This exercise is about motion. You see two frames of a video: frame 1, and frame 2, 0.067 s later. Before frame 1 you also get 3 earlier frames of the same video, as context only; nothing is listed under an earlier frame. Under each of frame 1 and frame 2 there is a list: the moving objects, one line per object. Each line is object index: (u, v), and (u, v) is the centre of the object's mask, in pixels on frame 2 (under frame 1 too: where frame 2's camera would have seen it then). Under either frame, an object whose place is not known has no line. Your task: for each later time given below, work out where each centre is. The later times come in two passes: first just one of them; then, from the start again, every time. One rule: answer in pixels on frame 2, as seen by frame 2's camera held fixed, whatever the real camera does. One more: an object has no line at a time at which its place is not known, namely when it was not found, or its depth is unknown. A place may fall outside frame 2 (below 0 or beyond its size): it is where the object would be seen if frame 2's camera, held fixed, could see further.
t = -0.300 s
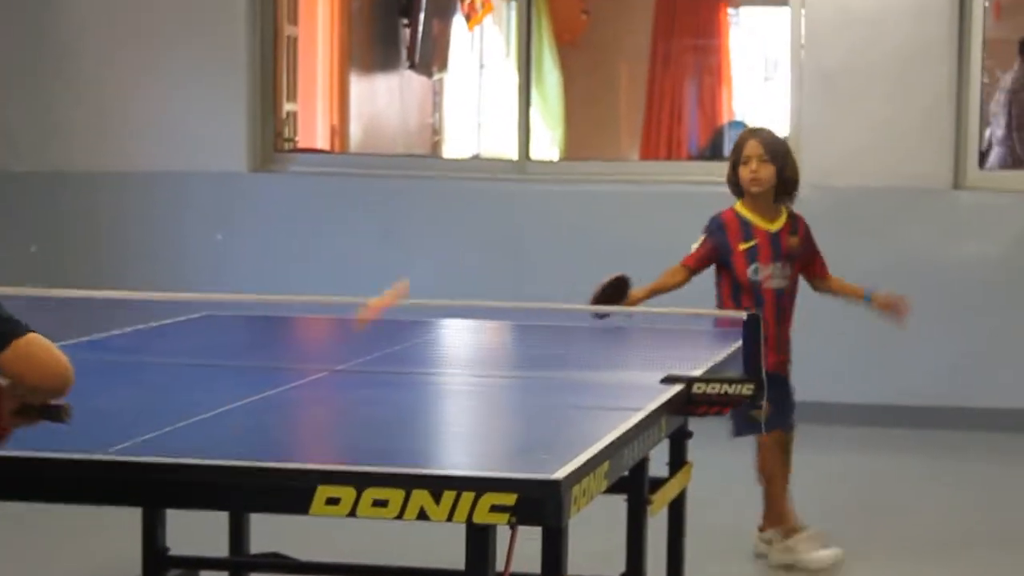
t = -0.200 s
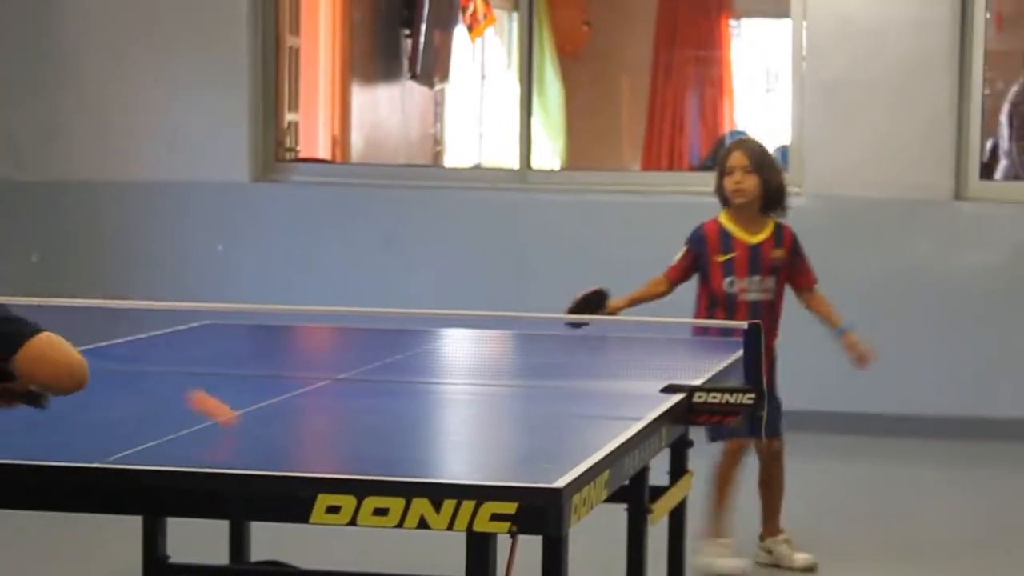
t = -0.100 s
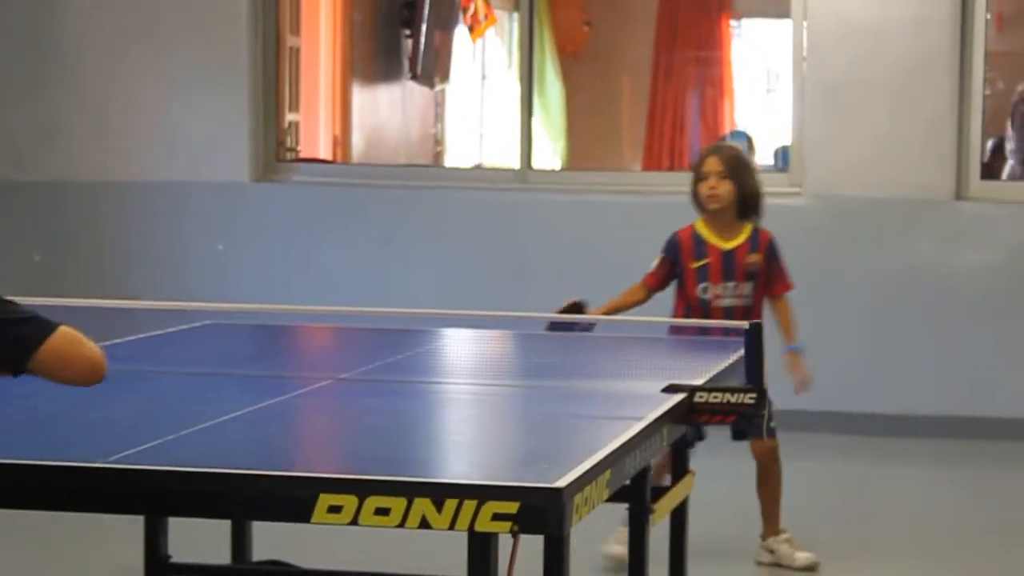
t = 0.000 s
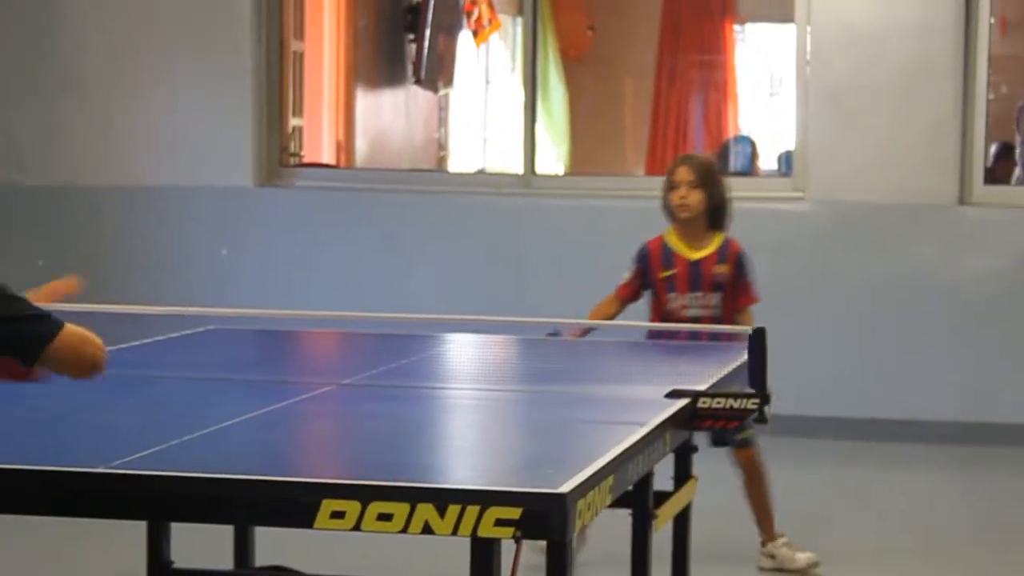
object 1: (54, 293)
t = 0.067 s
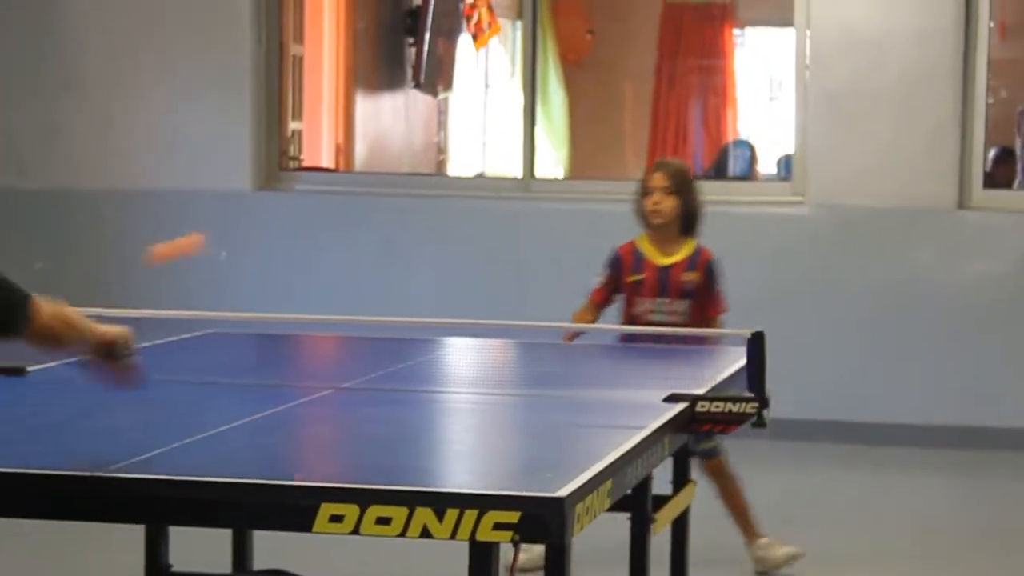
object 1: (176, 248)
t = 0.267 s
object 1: (453, 227)
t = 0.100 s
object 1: (233, 232)
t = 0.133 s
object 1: (285, 222)
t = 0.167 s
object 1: (334, 217)
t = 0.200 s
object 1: (376, 216)
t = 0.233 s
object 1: (415, 220)
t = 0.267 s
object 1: (453, 227)
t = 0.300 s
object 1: (487, 237)
